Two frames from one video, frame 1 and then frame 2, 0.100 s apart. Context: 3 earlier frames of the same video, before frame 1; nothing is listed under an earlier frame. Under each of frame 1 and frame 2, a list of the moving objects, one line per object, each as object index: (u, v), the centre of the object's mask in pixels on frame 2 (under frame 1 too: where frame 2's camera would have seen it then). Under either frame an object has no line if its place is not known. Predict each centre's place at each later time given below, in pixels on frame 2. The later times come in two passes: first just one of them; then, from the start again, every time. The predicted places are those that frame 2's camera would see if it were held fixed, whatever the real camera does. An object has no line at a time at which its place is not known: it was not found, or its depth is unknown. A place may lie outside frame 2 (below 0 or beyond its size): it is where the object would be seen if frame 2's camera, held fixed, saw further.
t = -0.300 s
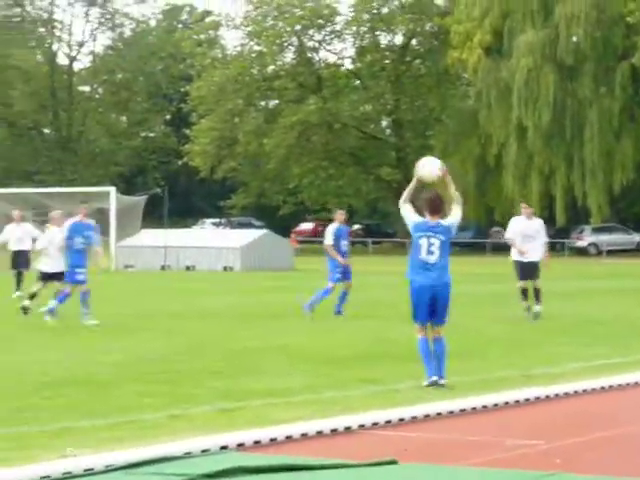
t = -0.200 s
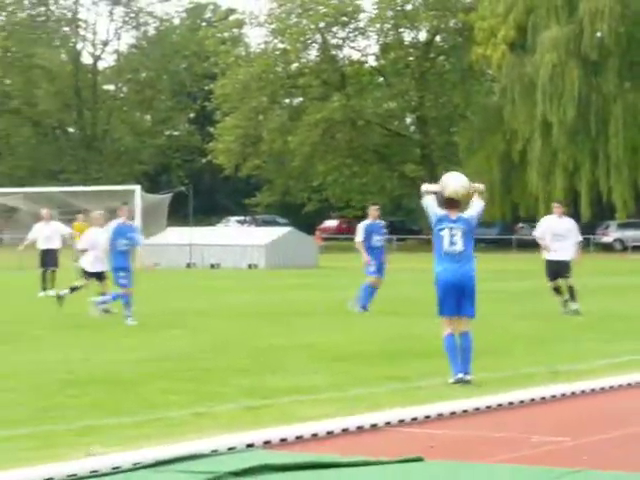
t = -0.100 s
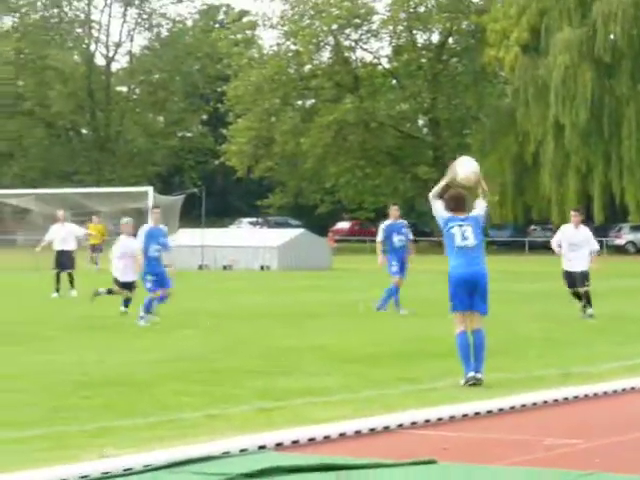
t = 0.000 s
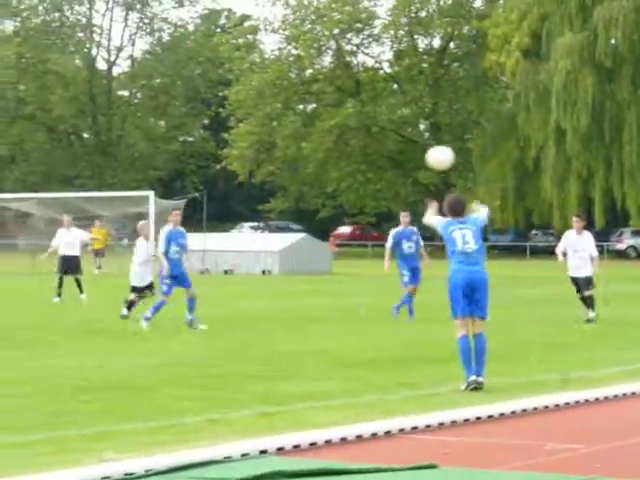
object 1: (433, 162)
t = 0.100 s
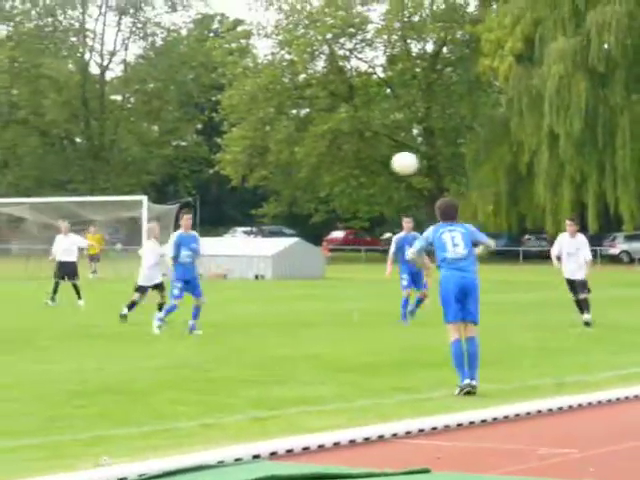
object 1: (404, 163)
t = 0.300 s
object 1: (357, 191)
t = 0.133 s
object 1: (396, 165)
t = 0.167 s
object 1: (388, 168)
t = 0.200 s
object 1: (380, 173)
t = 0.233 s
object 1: (372, 179)
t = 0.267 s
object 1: (364, 185)
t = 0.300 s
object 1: (357, 191)
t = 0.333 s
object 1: (350, 199)
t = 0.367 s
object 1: (343, 208)
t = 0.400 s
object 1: (336, 216)
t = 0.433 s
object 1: (328, 225)
